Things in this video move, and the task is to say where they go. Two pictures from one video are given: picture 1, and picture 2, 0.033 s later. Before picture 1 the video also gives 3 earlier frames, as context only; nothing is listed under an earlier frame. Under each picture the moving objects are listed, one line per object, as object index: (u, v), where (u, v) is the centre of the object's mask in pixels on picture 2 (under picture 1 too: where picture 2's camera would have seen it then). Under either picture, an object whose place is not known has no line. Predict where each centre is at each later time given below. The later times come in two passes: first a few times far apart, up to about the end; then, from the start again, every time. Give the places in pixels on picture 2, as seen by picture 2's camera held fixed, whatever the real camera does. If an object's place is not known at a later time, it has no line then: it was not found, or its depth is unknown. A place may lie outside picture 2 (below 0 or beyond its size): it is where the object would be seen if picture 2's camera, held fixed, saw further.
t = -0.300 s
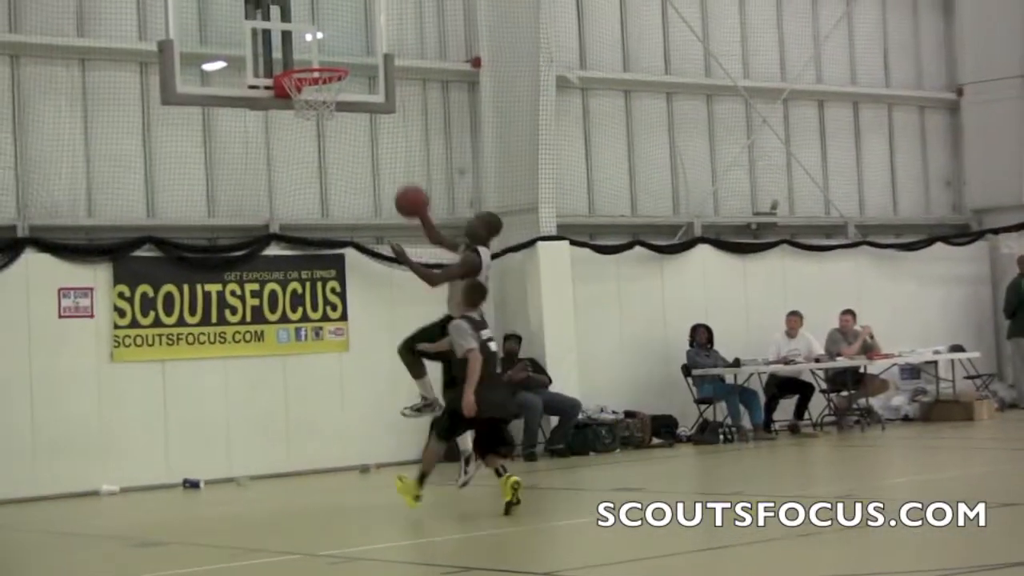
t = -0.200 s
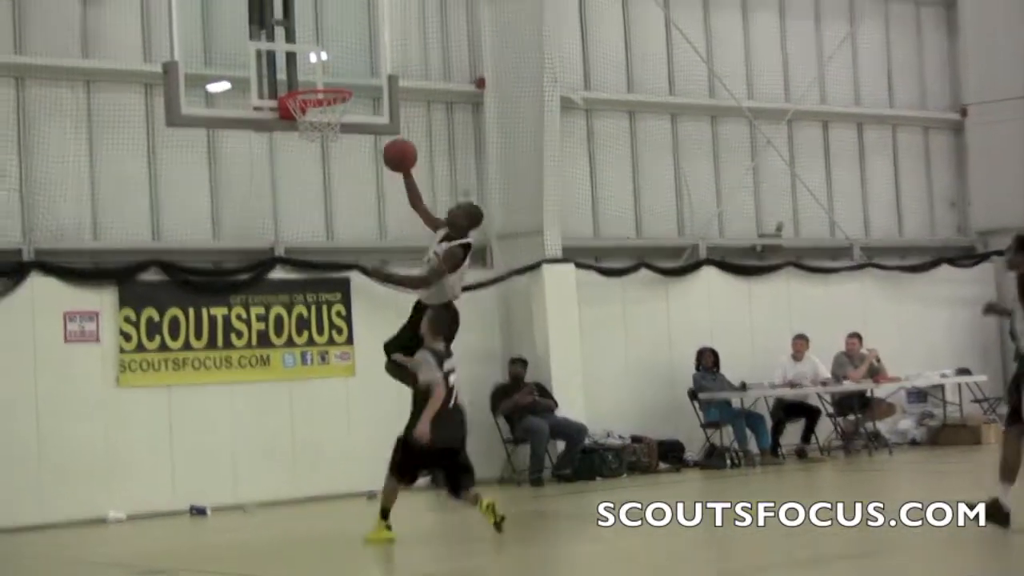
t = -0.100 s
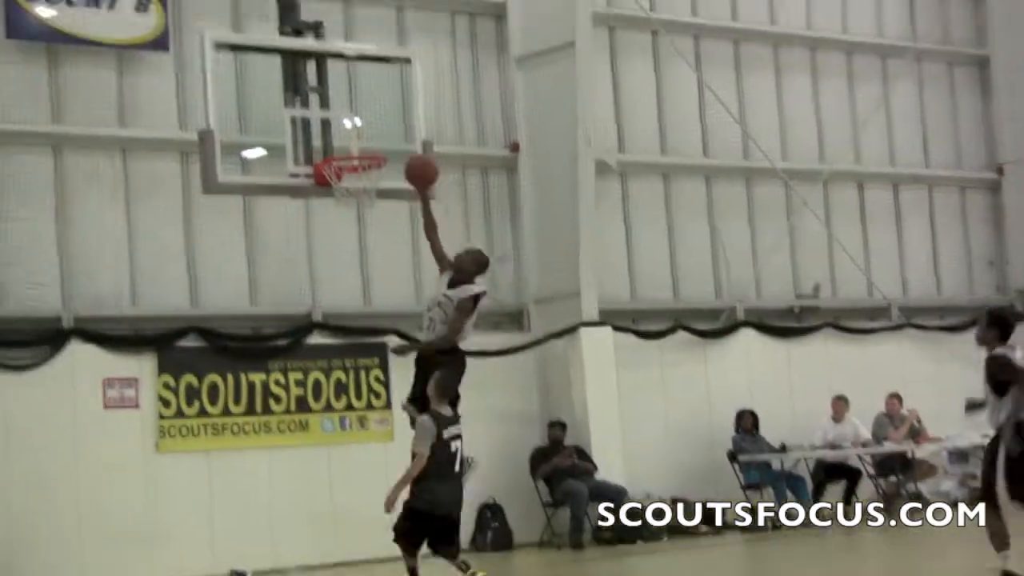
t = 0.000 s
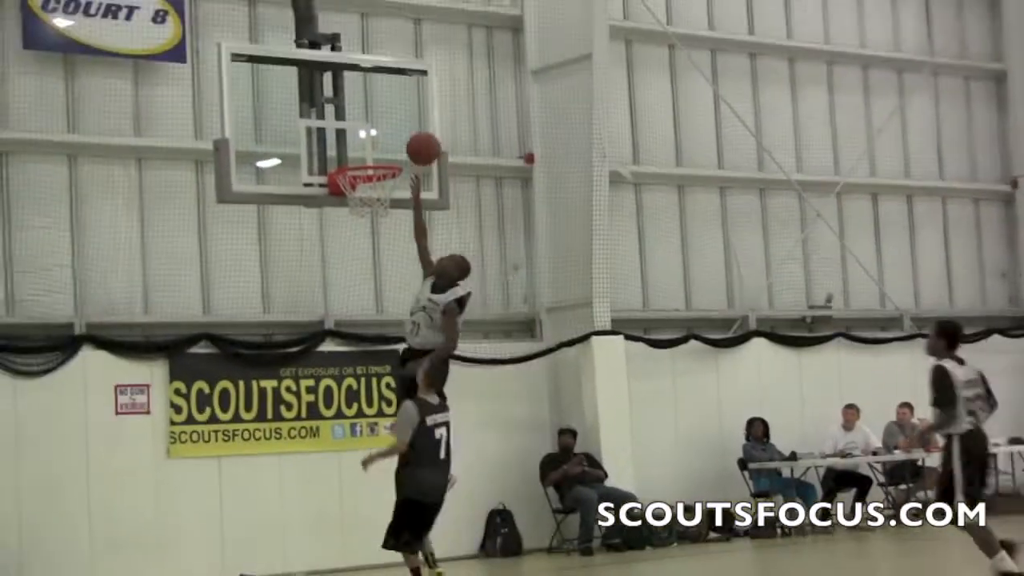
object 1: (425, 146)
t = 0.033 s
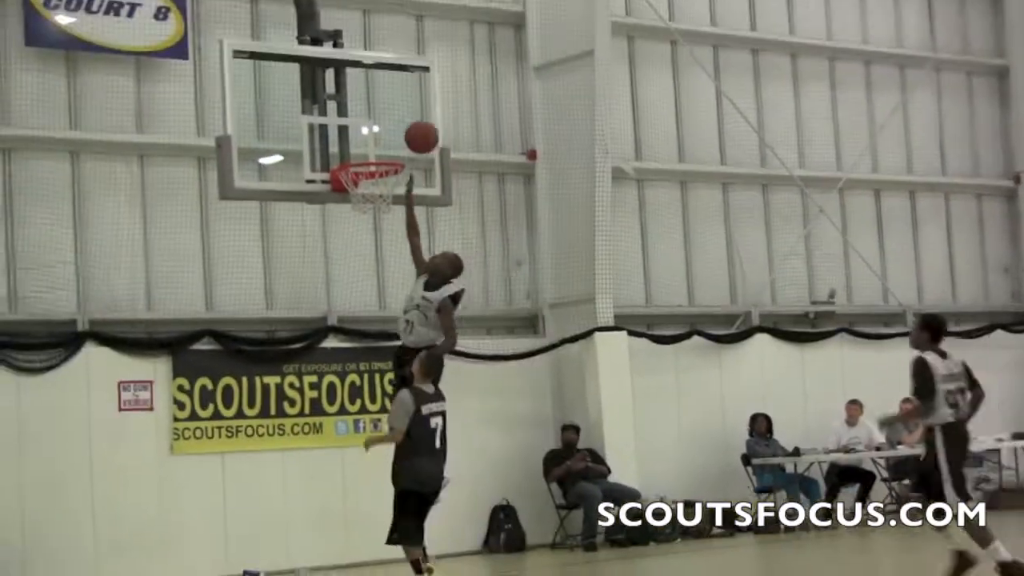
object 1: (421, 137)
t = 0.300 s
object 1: (392, 129)
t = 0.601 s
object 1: (368, 219)
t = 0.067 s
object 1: (418, 131)
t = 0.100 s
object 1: (414, 126)
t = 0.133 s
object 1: (410, 123)
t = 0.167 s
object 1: (406, 121)
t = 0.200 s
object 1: (402, 121)
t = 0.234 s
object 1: (399, 122)
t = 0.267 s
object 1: (395, 125)
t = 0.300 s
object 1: (392, 129)
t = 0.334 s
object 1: (388, 134)
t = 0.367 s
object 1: (385, 142)
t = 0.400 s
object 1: (382, 149)
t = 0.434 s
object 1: (379, 154)
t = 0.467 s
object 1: (377, 173)
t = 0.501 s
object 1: (374, 184)
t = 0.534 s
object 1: (372, 198)
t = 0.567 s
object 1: (369, 203)
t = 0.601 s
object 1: (368, 219)
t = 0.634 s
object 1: (365, 226)
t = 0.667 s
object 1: (363, 238)
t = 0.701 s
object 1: (361, 252)
